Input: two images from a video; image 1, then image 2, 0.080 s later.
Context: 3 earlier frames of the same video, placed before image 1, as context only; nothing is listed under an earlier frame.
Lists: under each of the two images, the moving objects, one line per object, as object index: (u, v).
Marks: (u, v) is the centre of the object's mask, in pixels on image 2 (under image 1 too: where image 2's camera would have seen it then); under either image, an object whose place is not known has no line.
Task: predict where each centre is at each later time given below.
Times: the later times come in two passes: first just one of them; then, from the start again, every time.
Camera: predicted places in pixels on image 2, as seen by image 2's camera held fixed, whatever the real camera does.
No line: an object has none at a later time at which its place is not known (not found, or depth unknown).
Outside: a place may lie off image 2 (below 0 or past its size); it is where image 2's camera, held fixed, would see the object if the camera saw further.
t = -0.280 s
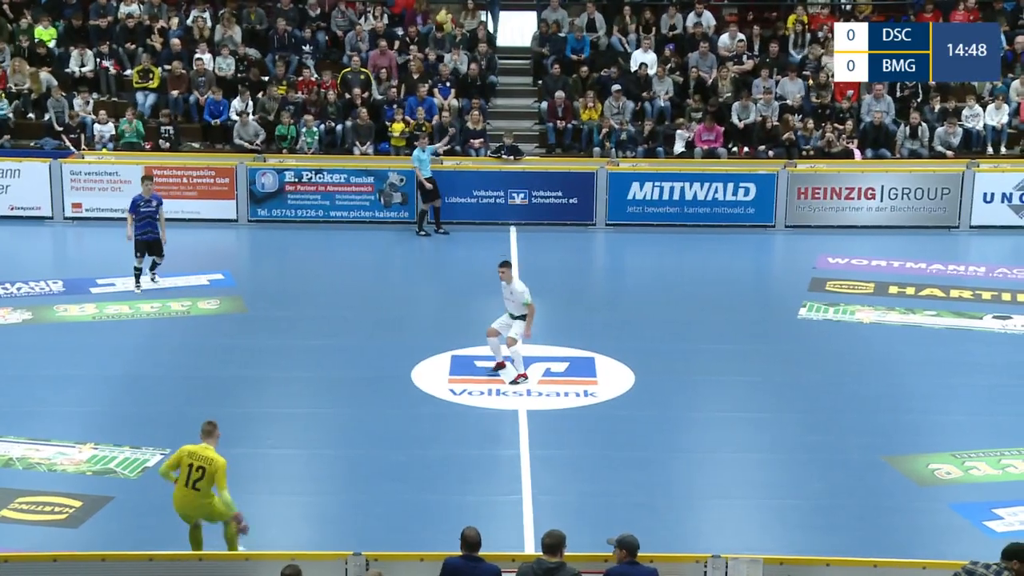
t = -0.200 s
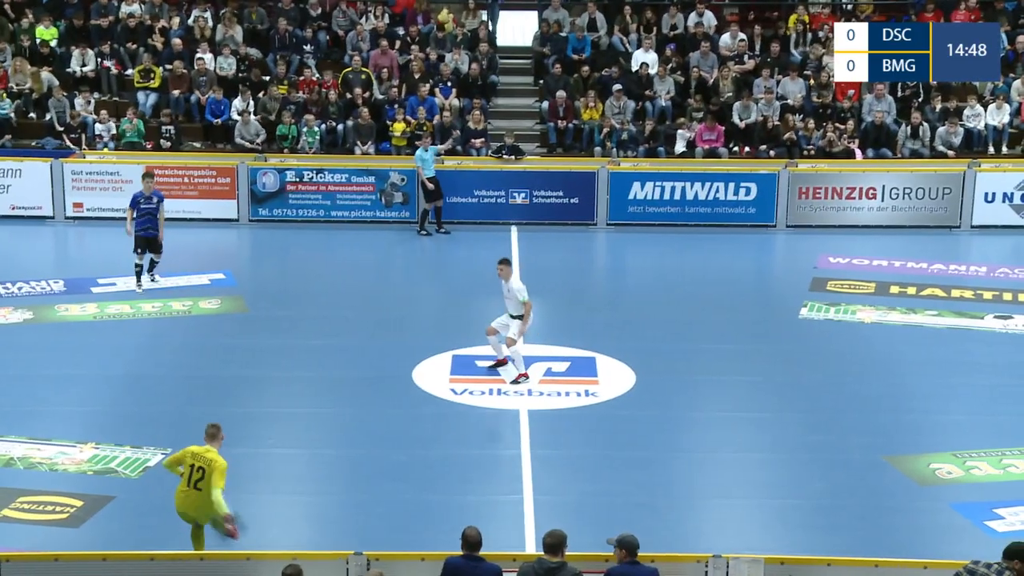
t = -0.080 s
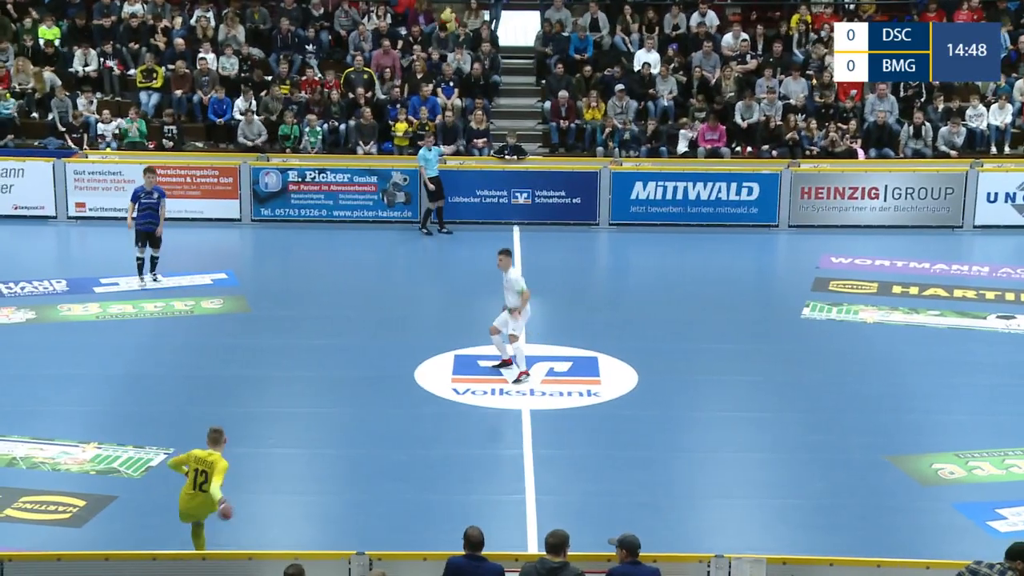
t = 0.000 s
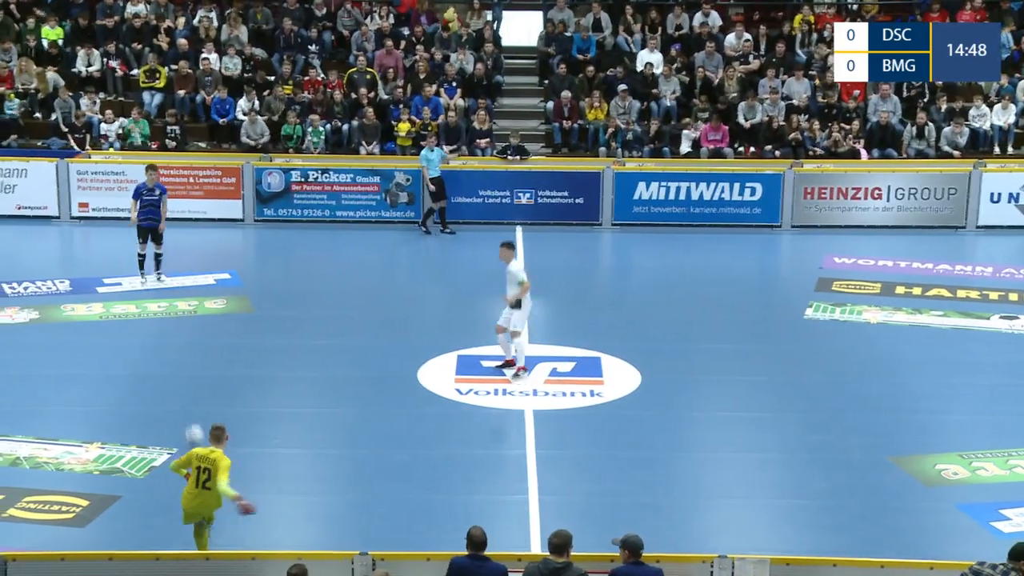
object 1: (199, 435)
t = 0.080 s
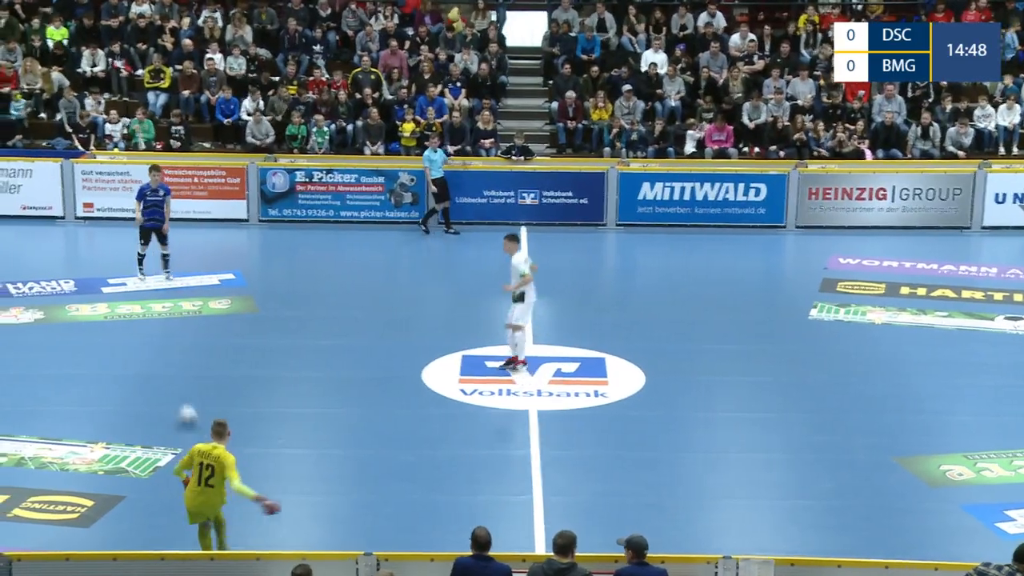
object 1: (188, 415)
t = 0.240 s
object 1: (168, 373)
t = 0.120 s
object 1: (182, 403)
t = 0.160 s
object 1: (178, 392)
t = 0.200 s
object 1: (173, 382)
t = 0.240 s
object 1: (168, 373)
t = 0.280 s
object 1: (163, 366)
